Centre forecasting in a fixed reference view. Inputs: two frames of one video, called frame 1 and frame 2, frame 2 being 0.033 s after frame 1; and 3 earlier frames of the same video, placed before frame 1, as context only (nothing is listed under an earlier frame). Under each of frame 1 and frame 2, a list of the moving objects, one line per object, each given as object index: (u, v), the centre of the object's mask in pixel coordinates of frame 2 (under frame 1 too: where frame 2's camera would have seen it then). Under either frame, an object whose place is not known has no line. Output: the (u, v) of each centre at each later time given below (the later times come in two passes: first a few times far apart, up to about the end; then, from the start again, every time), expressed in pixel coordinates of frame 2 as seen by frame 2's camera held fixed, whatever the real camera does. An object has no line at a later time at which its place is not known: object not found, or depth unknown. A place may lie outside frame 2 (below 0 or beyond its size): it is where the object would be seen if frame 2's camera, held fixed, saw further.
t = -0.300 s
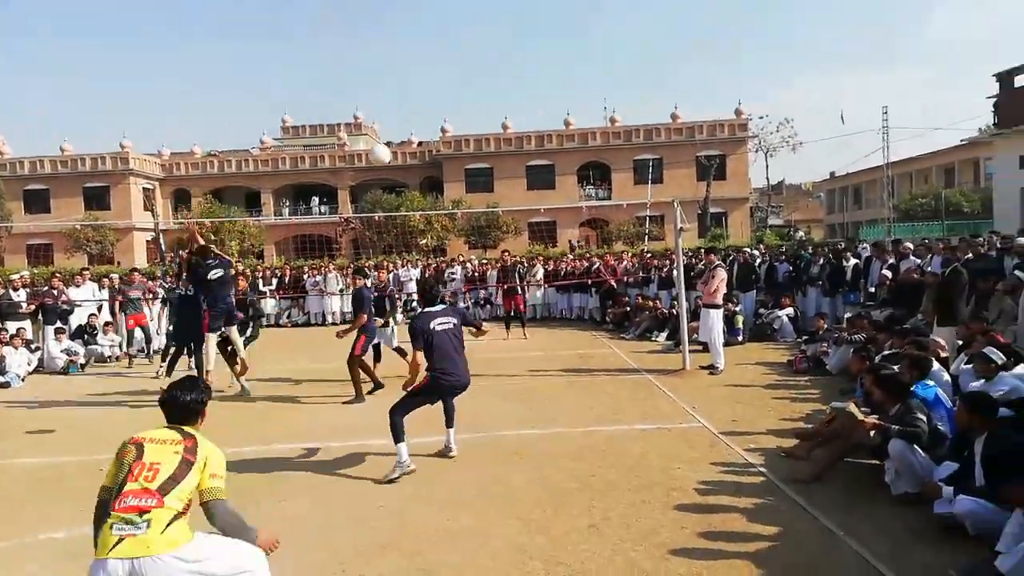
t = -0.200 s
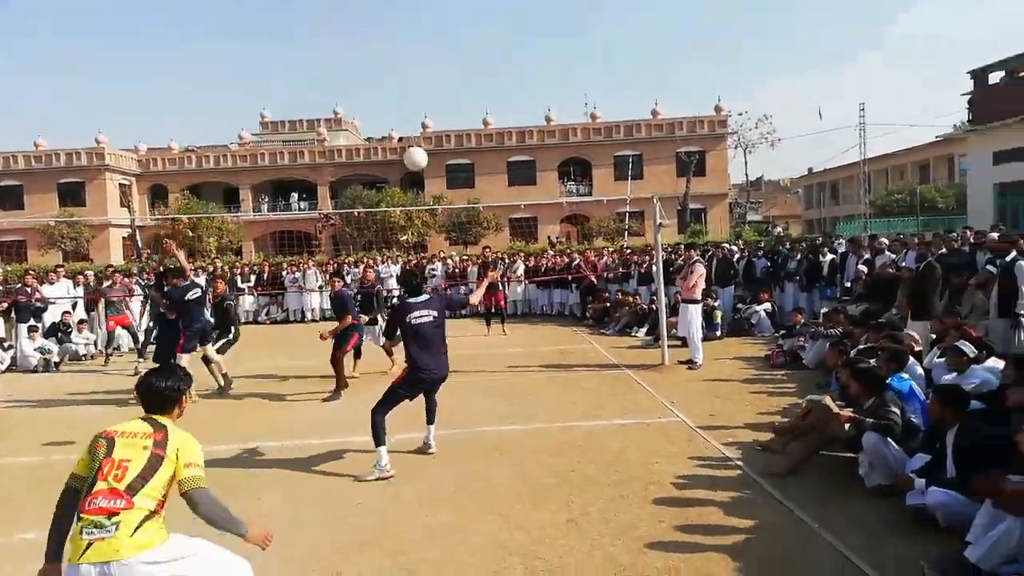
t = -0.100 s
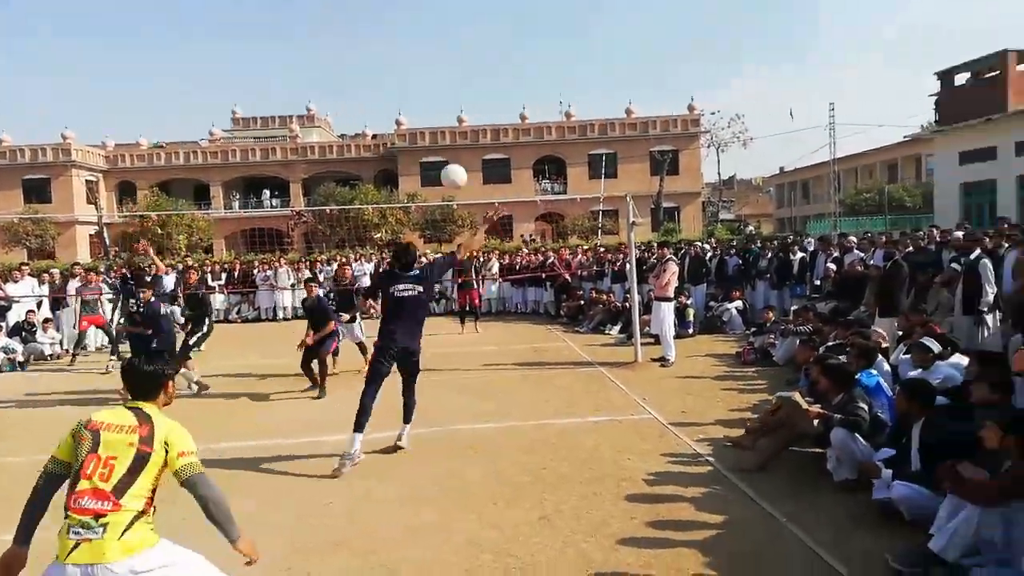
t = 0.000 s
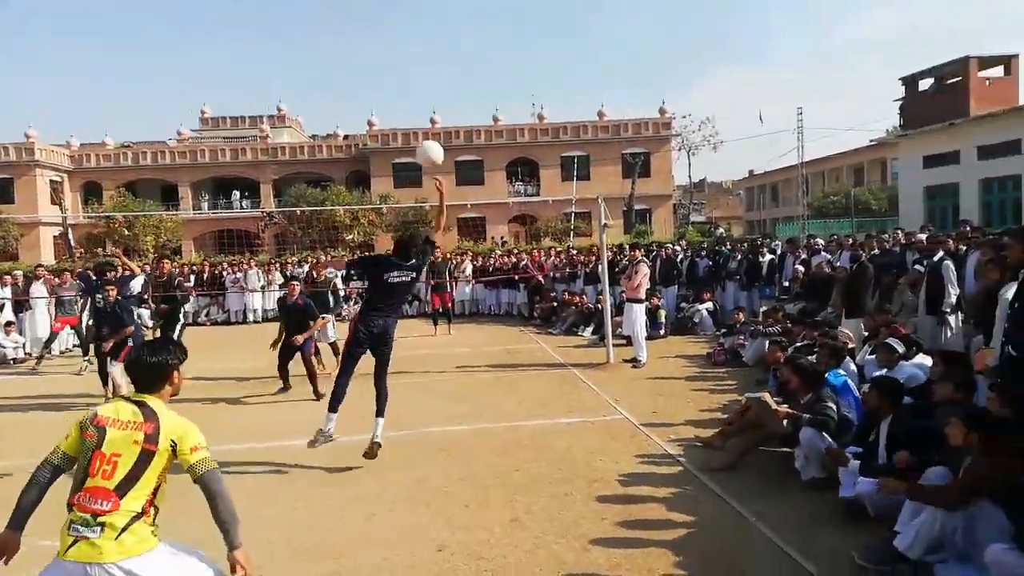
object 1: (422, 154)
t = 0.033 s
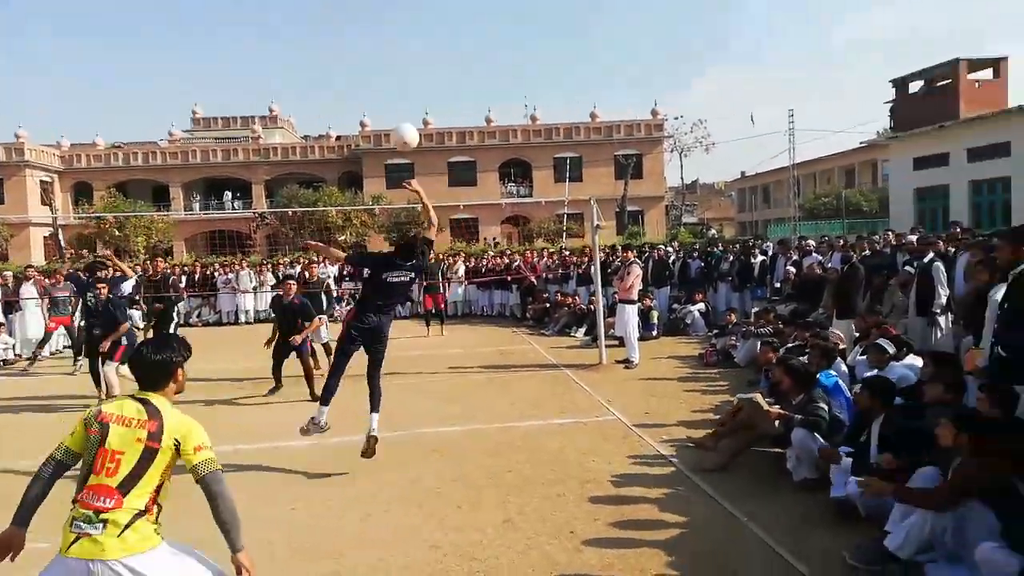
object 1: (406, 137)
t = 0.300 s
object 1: (252, 32)
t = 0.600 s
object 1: (64, 19)
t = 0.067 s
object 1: (387, 118)
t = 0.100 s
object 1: (369, 103)
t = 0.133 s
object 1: (351, 88)
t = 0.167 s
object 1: (332, 75)
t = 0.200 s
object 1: (315, 63)
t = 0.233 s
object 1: (295, 50)
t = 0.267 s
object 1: (272, 40)
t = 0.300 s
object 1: (252, 32)
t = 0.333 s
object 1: (235, 23)
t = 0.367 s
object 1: (216, 16)
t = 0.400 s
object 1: (191, 12)
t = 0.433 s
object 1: (171, 10)
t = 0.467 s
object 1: (153, 7)
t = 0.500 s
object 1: (131, 8)
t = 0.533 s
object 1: (107, 8)
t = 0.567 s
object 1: (84, 13)
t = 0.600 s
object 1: (64, 19)
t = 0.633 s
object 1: (41, 26)
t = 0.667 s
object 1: (18, 36)
